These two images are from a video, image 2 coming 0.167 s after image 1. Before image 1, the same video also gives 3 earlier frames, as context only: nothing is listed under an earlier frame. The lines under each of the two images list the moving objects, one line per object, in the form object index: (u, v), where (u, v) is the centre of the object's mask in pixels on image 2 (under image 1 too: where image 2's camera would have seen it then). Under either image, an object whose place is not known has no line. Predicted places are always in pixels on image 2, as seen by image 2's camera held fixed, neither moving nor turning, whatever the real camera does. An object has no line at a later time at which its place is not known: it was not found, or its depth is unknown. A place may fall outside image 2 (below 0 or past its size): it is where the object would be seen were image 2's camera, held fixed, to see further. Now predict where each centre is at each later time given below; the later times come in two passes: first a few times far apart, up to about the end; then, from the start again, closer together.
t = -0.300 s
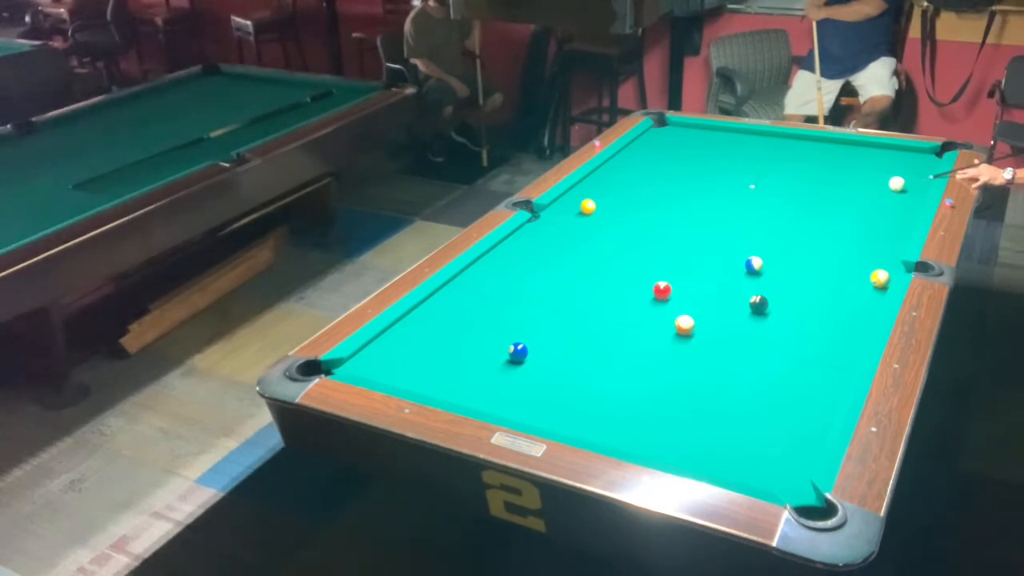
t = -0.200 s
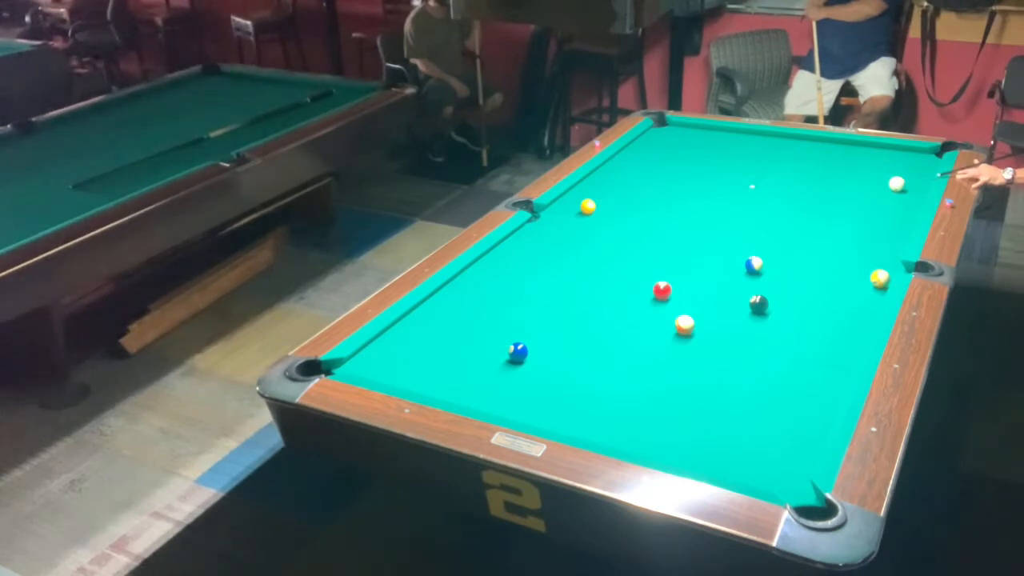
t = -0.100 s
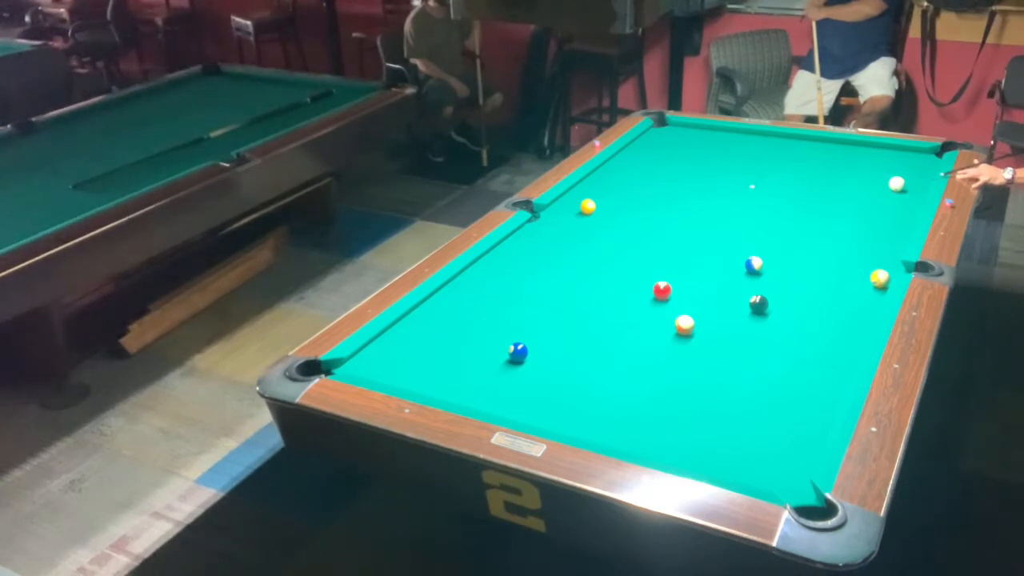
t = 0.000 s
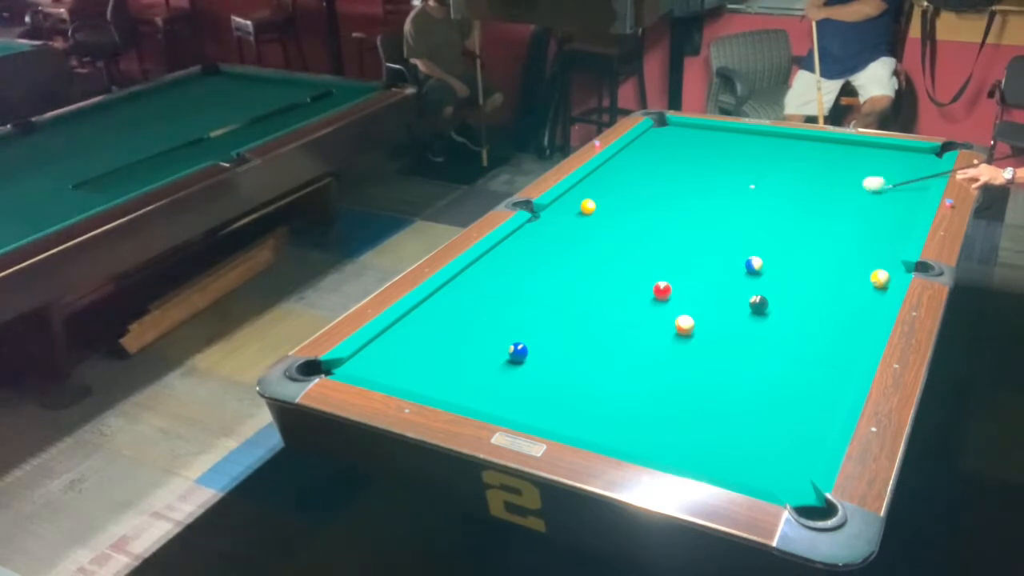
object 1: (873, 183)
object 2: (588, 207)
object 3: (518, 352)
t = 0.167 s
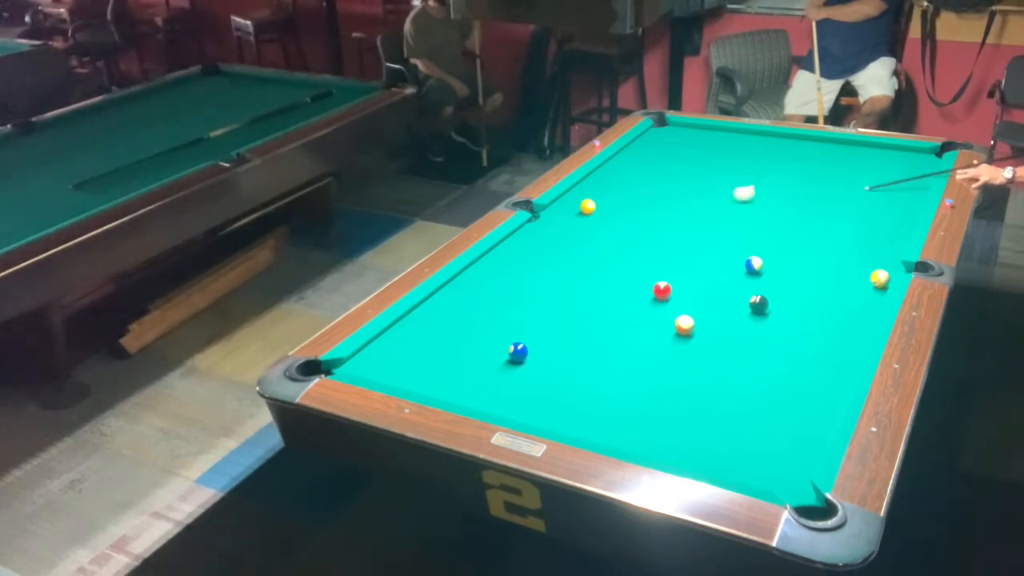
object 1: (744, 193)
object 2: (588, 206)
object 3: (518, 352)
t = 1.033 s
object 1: (633, 176)
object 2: (536, 286)
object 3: (518, 352)
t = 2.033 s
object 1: (747, 150)
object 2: (605, 428)
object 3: (493, 356)
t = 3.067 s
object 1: (823, 146)
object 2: (819, 388)
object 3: (476, 358)
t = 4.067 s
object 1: (859, 164)
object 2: (749, 315)
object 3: (476, 358)
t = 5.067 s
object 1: (885, 179)
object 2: (693, 274)
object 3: (476, 358)
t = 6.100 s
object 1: (900, 187)
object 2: (655, 249)
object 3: (476, 358)
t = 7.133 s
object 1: (903, 188)
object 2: (634, 234)
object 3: (476, 358)
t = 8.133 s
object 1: (903, 188)
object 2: (627, 229)
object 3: (476, 358)
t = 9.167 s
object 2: (627, 229)
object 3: (476, 358)
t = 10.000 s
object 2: (627, 229)
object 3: (476, 358)
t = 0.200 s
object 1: (720, 195)
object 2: (587, 207)
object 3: (518, 352)
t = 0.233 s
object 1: (697, 197)
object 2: (588, 206)
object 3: (518, 352)
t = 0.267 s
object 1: (674, 199)
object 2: (588, 206)
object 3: (518, 352)
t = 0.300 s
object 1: (652, 200)
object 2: (588, 206)
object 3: (518, 352)
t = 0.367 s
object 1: (610, 203)
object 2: (588, 206)
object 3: (518, 352)
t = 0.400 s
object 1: (598, 202)
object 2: (580, 208)
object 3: (518, 352)
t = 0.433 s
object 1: (593, 200)
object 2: (565, 212)
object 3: (518, 352)
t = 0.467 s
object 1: (589, 198)
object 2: (551, 215)
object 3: (518, 352)
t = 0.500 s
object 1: (585, 196)
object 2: (537, 219)
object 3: (518, 352)
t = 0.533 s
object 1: (582, 194)
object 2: (534, 223)
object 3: (518, 352)
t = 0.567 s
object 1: (578, 192)
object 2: (535, 227)
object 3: (518, 352)
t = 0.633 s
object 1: (578, 189)
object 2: (536, 236)
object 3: (518, 352)
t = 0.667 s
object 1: (583, 188)
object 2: (536, 240)
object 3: (518, 352)
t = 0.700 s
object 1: (588, 187)
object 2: (536, 244)
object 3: (518, 352)
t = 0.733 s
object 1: (593, 186)
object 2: (536, 247)
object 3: (518, 352)
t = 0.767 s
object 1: (598, 184)
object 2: (536, 252)
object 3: (518, 352)
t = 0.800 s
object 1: (602, 183)
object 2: (536, 256)
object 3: (518, 352)
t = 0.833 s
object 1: (607, 183)
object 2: (536, 260)
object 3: (518, 352)
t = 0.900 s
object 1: (616, 180)
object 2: (536, 268)
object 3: (518, 352)
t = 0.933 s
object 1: (620, 179)
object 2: (536, 272)
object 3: (518, 352)
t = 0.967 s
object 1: (624, 178)
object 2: (536, 277)
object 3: (518, 352)
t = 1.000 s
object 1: (629, 177)
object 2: (536, 281)
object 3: (518, 352)
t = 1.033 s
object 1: (633, 176)
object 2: (536, 286)
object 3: (518, 352)
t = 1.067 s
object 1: (637, 175)
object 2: (536, 290)
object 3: (518, 352)
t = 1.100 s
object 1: (641, 175)
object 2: (537, 295)
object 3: (518, 352)
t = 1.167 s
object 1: (650, 173)
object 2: (537, 304)
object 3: (518, 352)
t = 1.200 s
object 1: (654, 172)
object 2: (537, 310)
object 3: (518, 352)
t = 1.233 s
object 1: (658, 171)
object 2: (537, 314)
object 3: (518, 352)
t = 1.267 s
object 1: (662, 170)
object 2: (537, 320)
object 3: (518, 352)
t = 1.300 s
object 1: (666, 169)
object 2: (537, 325)
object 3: (518, 352)
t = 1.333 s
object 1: (670, 168)
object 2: (538, 330)
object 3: (518, 352)
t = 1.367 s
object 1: (674, 167)
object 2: (538, 335)
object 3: (518, 352)
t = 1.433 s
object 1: (682, 165)
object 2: (538, 346)
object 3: (518, 352)
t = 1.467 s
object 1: (686, 164)
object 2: (539, 352)
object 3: (517, 352)
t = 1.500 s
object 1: (690, 164)
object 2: (541, 357)
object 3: (515, 352)
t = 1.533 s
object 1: (694, 163)
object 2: (543, 363)
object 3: (514, 352)
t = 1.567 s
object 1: (697, 162)
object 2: (545, 368)
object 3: (512, 353)
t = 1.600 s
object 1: (701, 161)
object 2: (548, 374)
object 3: (511, 353)
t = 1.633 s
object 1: (705, 160)
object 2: (550, 380)
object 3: (509, 353)
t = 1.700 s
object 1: (712, 158)
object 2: (554, 392)
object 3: (506, 354)
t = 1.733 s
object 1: (716, 158)
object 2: (557, 398)
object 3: (505, 354)
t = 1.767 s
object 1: (719, 157)
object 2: (559, 404)
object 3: (504, 354)
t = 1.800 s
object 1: (723, 156)
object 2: (562, 411)
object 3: (502, 354)
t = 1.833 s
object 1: (727, 155)
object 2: (564, 417)
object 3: (501, 355)
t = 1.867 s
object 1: (730, 154)
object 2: (567, 422)
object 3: (499, 355)
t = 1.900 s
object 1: (734, 154)
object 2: (570, 426)
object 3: (498, 355)
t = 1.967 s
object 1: (740, 152)
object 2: (588, 427)
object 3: (495, 355)
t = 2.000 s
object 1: (744, 151)
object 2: (596, 427)
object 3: (494, 356)
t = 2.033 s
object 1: (747, 150)
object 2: (605, 428)
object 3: (493, 356)
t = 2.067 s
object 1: (751, 150)
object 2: (614, 427)
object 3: (492, 356)
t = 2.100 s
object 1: (754, 149)
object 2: (623, 425)
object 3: (491, 356)
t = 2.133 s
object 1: (757, 148)
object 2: (632, 424)
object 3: (490, 356)
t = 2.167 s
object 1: (761, 147)
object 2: (640, 424)
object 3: (489, 356)
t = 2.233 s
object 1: (767, 146)
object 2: (658, 422)
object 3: (487, 357)
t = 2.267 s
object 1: (770, 145)
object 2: (666, 420)
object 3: (486, 357)
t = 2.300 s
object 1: (773, 144)
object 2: (675, 419)
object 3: (486, 357)
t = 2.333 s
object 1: (777, 144)
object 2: (683, 419)
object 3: (485, 357)
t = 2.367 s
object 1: (780, 143)
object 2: (691, 416)
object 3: (484, 357)
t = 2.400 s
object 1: (783, 142)
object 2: (700, 416)
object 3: (483, 357)
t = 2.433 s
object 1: (786, 141)
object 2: (709, 415)
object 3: (483, 357)
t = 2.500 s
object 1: (792, 140)
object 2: (725, 414)
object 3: (481, 358)
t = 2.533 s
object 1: (795, 140)
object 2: (733, 411)
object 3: (481, 357)
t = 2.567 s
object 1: (798, 139)
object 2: (741, 411)
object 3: (480, 357)
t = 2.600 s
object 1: (801, 138)
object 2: (749, 410)
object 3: (480, 358)
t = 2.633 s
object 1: (804, 137)
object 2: (757, 409)
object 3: (479, 357)
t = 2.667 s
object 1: (807, 137)
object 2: (765, 407)
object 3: (478, 358)
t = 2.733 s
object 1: (810, 139)
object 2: (781, 405)
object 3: (478, 358)
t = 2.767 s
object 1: (811, 139)
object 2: (789, 405)
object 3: (477, 358)
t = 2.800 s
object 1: (812, 140)
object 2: (796, 403)
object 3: (477, 358)
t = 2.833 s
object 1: (814, 141)
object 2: (804, 402)
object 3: (477, 358)
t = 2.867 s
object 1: (815, 141)
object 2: (812, 401)
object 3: (477, 358)
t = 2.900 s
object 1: (817, 142)
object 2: (819, 401)
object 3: (477, 358)
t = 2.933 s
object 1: (818, 143)
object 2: (827, 399)
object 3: (476, 358)
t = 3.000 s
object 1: (821, 144)
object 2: (825, 394)
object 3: (476, 358)
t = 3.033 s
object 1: (822, 145)
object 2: (822, 391)
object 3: (476, 358)
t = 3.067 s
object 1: (823, 146)
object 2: (819, 388)
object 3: (476, 358)
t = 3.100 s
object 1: (825, 146)
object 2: (816, 385)
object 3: (476, 358)
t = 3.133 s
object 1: (826, 147)
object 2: (814, 382)
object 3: (476, 358)
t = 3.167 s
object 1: (827, 147)
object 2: (810, 379)
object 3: (476, 358)
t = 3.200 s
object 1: (829, 148)
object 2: (808, 376)
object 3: (476, 358)
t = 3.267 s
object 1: (831, 149)
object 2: (802, 370)
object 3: (476, 358)
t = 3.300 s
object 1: (833, 150)
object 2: (800, 368)
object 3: (476, 358)
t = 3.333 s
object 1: (834, 151)
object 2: (797, 365)
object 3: (476, 358)
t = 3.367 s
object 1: (835, 151)
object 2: (794, 362)
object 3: (476, 358)
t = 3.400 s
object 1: (836, 152)
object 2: (792, 359)
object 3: (476, 358)
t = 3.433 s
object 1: (837, 153)
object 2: (790, 357)
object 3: (476, 358)
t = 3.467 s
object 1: (839, 153)
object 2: (787, 354)
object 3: (476, 358)
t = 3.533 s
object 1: (841, 155)
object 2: (782, 349)
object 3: (476, 358)
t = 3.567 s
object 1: (842, 155)
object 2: (780, 347)
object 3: (476, 358)
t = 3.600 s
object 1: (844, 156)
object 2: (778, 345)
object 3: (476, 358)
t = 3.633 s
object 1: (845, 157)
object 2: (775, 342)
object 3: (476, 358)
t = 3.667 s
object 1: (846, 157)
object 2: (773, 340)
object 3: (476, 358)
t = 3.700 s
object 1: (847, 158)
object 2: (771, 337)
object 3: (476, 358)
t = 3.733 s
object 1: (848, 159)
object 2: (769, 335)
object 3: (476, 358)
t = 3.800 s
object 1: (850, 160)
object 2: (765, 331)
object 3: (476, 358)
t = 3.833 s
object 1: (852, 161)
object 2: (763, 329)
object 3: (476, 358)
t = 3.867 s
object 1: (853, 161)
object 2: (761, 327)
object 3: (476, 358)
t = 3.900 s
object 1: (854, 162)
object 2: (758, 324)
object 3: (476, 358)
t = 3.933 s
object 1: (855, 162)
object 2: (757, 322)
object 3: (476, 357)
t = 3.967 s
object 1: (856, 163)
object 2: (755, 321)
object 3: (476, 358)
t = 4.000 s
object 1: (857, 163)
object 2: (753, 319)
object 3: (476, 358)
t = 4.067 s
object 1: (859, 164)
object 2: (749, 315)
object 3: (476, 358)
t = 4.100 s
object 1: (860, 165)
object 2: (747, 313)
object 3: (476, 358)
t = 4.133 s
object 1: (861, 166)
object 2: (746, 311)
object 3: (476, 358)
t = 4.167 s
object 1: (862, 166)
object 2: (744, 310)
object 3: (476, 358)
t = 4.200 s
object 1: (863, 167)
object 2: (742, 308)
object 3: (476, 358)
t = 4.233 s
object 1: (864, 167)
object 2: (740, 306)
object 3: (476, 358)
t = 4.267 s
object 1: (865, 168)
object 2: (737, 304)
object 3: (476, 357)
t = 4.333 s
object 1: (867, 169)
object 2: (733, 302)
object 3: (476, 358)
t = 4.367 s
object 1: (868, 169)
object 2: (731, 300)
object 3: (476, 358)
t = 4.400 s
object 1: (869, 170)
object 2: (729, 299)
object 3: (476, 358)
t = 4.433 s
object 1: (870, 170)
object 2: (727, 297)
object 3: (476, 358)
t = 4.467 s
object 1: (871, 171)
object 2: (725, 296)
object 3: (476, 358)
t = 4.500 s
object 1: (872, 171)
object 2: (722, 294)
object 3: (476, 358)
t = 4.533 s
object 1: (873, 172)
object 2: (721, 293)
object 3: (476, 358)
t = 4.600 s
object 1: (874, 173)
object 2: (717, 290)
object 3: (476, 358)
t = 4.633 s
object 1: (875, 173)
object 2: (715, 289)
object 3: (476, 358)
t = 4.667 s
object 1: (876, 174)
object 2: (713, 288)
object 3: (476, 358)
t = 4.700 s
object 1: (877, 174)
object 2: (711, 287)
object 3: (476, 358)
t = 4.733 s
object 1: (878, 175)
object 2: (709, 285)
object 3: (476, 358)
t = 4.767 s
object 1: (878, 175)
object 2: (708, 284)
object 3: (476, 358)
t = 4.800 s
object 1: (879, 176)
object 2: (706, 283)
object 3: (476, 358)
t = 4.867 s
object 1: (881, 177)
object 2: (702, 281)
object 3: (476, 358)
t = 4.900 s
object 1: (882, 177)
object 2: (701, 280)
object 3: (476, 358)
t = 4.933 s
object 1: (882, 177)
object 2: (699, 279)
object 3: (476, 358)
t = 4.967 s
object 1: (883, 178)
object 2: (697, 278)
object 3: (476, 358)
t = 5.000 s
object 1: (884, 178)
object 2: (696, 277)
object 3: (476, 358)
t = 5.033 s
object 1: (884, 178)
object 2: (694, 276)
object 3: (476, 358)
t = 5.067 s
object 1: (885, 179)
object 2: (693, 274)
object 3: (476, 358)
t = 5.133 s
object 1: (886, 179)
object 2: (690, 272)
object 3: (476, 358)
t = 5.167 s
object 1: (887, 180)
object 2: (688, 271)
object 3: (476, 358)
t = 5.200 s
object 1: (888, 180)
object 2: (687, 270)
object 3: (476, 358)
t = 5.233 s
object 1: (889, 181)
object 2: (685, 269)
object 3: (476, 358)
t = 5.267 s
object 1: (889, 181)
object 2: (684, 268)
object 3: (476, 358)
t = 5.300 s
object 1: (890, 181)
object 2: (683, 267)
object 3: (476, 358)
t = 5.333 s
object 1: (890, 182)
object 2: (681, 266)
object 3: (476, 358)
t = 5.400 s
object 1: (891, 182)
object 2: (678, 265)
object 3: (476, 358)
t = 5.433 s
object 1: (892, 182)
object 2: (677, 264)
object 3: (476, 358)
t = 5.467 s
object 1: (893, 183)
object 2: (676, 263)
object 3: (476, 358)
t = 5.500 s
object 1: (893, 183)
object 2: (675, 262)
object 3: (476, 358)
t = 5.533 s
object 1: (894, 183)
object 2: (673, 261)
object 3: (476, 358)
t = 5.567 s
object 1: (894, 183)
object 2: (672, 260)
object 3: (476, 358)
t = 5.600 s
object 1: (895, 184)
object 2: (671, 259)
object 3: (476, 358)
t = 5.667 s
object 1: (896, 184)
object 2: (668, 258)
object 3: (476, 358)
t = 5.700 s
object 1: (896, 184)
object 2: (667, 257)
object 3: (476, 358)
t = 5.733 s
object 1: (896, 185)
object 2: (666, 256)
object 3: (476, 358)
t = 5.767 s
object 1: (897, 185)
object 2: (665, 256)
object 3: (476, 358)
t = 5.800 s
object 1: (897, 185)
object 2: (664, 255)
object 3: (476, 358)
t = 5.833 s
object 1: (898, 185)
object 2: (663, 254)
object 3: (476, 358)
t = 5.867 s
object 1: (898, 185)
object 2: (662, 253)
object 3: (476, 358)
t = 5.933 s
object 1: (898, 186)
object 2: (660, 252)
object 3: (476, 358)
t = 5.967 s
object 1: (899, 186)
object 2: (658, 251)
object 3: (476, 358)
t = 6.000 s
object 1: (899, 186)
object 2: (658, 251)
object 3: (476, 358)
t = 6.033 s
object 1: (899, 186)
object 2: (657, 250)
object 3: (476, 358)
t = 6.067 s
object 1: (900, 186)
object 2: (656, 249)
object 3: (476, 358)
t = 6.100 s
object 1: (900, 187)
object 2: (655, 249)
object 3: (476, 358)
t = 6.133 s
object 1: (900, 187)
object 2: (654, 248)
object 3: (476, 358)
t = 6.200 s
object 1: (901, 187)
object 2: (652, 247)
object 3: (476, 358)
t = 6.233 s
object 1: (901, 187)
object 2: (651, 246)
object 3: (476, 358)
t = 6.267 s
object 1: (901, 187)
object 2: (650, 246)
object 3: (476, 358)
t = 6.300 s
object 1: (902, 187)
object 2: (649, 245)
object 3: (476, 358)
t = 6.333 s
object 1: (902, 187)
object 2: (649, 245)
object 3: (476, 358)
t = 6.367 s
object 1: (902, 187)
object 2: (648, 244)
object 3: (476, 358)
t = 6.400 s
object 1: (902, 187)
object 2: (647, 244)
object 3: (476, 358)
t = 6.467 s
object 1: (902, 188)
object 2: (646, 242)
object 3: (476, 358)
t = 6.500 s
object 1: (902, 188)
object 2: (645, 242)
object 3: (476, 358)
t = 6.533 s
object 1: (902, 188)
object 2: (644, 241)
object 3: (476, 358)
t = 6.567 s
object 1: (903, 188)
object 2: (643, 241)
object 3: (476, 358)
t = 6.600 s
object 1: (903, 188)
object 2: (643, 241)
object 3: (476, 358)
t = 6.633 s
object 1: (903, 188)
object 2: (642, 240)
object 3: (476, 358)
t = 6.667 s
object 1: (903, 188)
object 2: (641, 240)
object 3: (476, 358)
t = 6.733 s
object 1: (903, 188)
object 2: (640, 239)
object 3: (476, 358)
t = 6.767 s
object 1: (903, 188)
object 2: (639, 238)
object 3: (476, 358)
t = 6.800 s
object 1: (903, 188)
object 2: (639, 238)
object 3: (476, 358)
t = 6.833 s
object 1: (903, 188)
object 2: (638, 238)
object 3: (476, 358)
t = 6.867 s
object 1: (903, 188)
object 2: (638, 237)
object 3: (476, 358)
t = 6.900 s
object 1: (903, 188)
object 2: (637, 237)
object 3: (476, 358)
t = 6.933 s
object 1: (903, 188)
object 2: (637, 236)
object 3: (476, 358)
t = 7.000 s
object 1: (903, 188)
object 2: (636, 236)
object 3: (476, 358)
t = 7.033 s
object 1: (903, 188)
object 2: (635, 235)
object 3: (476, 358)
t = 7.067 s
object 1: (903, 188)
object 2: (635, 235)
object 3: (476, 358)
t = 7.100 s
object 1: (903, 188)
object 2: (634, 235)
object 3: (476, 358)
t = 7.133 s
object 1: (903, 188)
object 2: (634, 234)
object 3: (476, 358)
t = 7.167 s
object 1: (903, 188)
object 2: (633, 234)
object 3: (476, 358)
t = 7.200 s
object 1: (903, 188)
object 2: (633, 234)
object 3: (476, 358)
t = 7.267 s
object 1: (903, 188)
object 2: (632, 233)
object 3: (477, 358)
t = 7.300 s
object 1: (903, 188)
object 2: (632, 233)
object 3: (477, 358)
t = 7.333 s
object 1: (903, 188)
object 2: (631, 233)
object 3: (477, 358)
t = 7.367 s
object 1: (903, 188)
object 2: (631, 232)
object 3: (477, 358)
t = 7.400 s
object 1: (903, 188)
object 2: (631, 232)
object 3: (477, 358)
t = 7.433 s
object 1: (903, 188)
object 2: (630, 232)
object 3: (477, 358)
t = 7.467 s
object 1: (903, 188)
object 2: (630, 232)
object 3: (477, 358)
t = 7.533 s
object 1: (903, 188)
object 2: (629, 231)
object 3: (477, 358)
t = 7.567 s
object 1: (903, 188)
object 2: (629, 231)
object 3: (477, 358)
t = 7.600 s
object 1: (903, 188)
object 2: (629, 231)
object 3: (477, 358)
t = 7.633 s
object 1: (903, 188)
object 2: (629, 231)
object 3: (477, 358)
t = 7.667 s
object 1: (902, 188)
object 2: (629, 231)
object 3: (476, 358)
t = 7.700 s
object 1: (903, 188)
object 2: (628, 231)
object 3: (477, 358)
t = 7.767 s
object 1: (903, 188)
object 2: (628, 230)
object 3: (477, 358)
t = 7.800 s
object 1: (903, 188)
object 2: (628, 230)
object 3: (477, 358)
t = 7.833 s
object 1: (903, 188)
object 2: (628, 230)
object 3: (476, 358)
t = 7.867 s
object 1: (903, 188)
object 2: (628, 230)
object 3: (477, 358)
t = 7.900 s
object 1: (903, 188)
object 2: (628, 230)
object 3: (477, 358)
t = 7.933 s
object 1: (903, 188)
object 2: (627, 229)
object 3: (476, 358)
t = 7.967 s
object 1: (903, 188)
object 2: (627, 229)
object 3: (476, 358)
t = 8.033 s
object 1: (903, 188)
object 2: (627, 229)
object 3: (476, 358)
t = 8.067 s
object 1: (903, 188)
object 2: (627, 229)
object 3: (476, 358)
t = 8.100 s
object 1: (903, 188)
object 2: (627, 229)
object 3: (476, 358)
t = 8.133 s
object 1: (903, 188)
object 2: (627, 229)
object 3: (476, 358)
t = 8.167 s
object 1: (903, 188)
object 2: (627, 229)
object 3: (476, 358)
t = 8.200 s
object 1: (903, 188)
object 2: (627, 229)
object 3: (476, 358)
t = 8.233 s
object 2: (627, 229)
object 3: (476, 358)
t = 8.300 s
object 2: (626, 229)
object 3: (476, 358)
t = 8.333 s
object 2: (626, 229)
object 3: (476, 358)
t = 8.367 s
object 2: (626, 229)
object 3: (476, 358)
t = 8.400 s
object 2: (626, 229)
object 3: (476, 358)
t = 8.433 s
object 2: (626, 229)
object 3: (476, 358)
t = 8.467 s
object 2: (626, 229)
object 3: (476, 358)
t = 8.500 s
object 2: (626, 229)
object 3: (476, 358)
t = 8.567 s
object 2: (626, 229)
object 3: (476, 358)
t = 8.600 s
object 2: (626, 229)
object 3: (476, 358)
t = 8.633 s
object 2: (626, 229)
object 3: (476, 358)
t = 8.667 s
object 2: (626, 229)
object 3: (476, 358)
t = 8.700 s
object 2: (626, 229)
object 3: (476, 358)
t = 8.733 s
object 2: (627, 229)
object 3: (476, 358)
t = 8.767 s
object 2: (627, 229)
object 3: (476, 358)
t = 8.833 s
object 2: (627, 229)
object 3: (476, 358)
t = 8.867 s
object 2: (627, 229)
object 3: (476, 358)
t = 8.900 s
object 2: (627, 229)
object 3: (476, 358)
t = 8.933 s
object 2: (627, 229)
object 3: (476, 358)
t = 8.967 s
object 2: (627, 229)
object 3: (476, 358)
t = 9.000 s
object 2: (627, 229)
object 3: (476, 358)
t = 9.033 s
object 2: (627, 229)
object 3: (476, 358)
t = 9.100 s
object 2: (627, 229)
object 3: (476, 358)
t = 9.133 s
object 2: (627, 229)
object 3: (476, 358)
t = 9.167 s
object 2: (627, 229)
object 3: (476, 358)
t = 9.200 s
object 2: (627, 229)
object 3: (476, 358)
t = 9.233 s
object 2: (627, 229)
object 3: (476, 358)
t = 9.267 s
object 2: (627, 229)
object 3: (476, 358)
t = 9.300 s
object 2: (627, 229)
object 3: (476, 358)
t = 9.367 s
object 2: (627, 229)
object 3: (476, 358)
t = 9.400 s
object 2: (627, 229)
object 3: (476, 358)
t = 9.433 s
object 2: (627, 229)
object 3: (476, 358)
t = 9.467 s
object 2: (627, 229)
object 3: (476, 358)
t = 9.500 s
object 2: (627, 229)
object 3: (476, 358)
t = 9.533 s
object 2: (627, 229)
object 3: (476, 358)
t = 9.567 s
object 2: (627, 229)
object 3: (476, 358)
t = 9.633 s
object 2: (627, 229)
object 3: (476, 358)
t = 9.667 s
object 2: (627, 229)
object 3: (476, 358)
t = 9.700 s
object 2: (627, 229)
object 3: (476, 358)
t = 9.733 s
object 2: (627, 229)
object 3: (476, 358)
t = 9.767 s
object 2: (627, 229)
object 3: (476, 358)
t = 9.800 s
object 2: (627, 229)
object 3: (476, 358)
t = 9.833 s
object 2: (627, 229)
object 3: (476, 358)
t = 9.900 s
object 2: (627, 229)
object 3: (476, 358)
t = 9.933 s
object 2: (627, 229)
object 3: (476, 358)
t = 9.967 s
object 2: (627, 229)
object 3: (476, 358)
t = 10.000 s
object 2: (627, 229)
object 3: (476, 358)
